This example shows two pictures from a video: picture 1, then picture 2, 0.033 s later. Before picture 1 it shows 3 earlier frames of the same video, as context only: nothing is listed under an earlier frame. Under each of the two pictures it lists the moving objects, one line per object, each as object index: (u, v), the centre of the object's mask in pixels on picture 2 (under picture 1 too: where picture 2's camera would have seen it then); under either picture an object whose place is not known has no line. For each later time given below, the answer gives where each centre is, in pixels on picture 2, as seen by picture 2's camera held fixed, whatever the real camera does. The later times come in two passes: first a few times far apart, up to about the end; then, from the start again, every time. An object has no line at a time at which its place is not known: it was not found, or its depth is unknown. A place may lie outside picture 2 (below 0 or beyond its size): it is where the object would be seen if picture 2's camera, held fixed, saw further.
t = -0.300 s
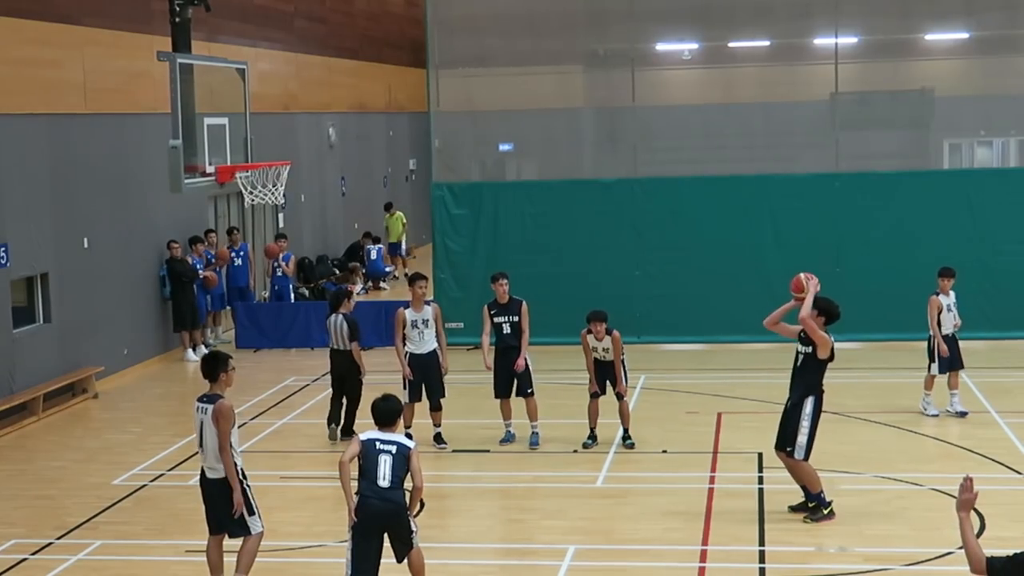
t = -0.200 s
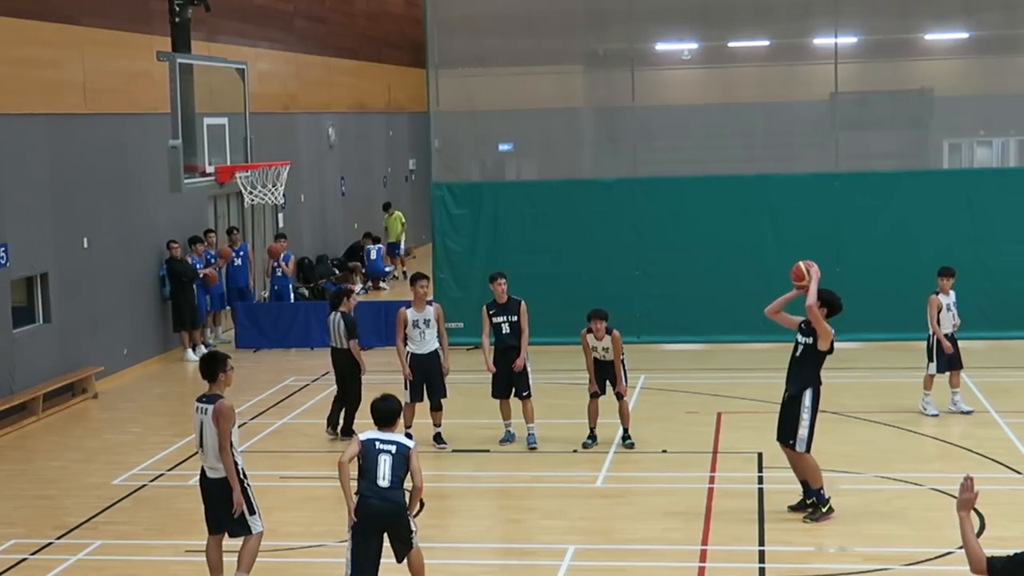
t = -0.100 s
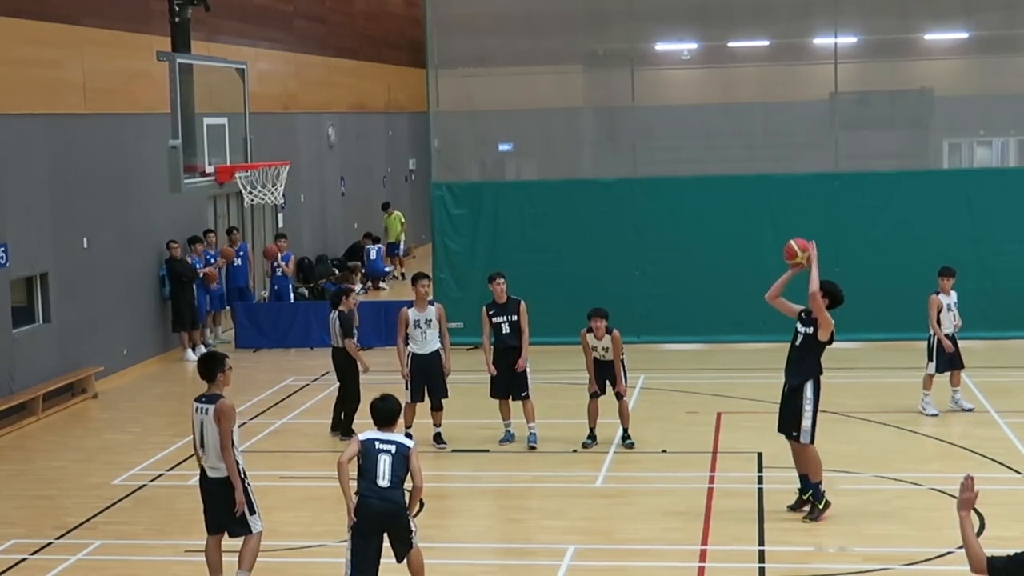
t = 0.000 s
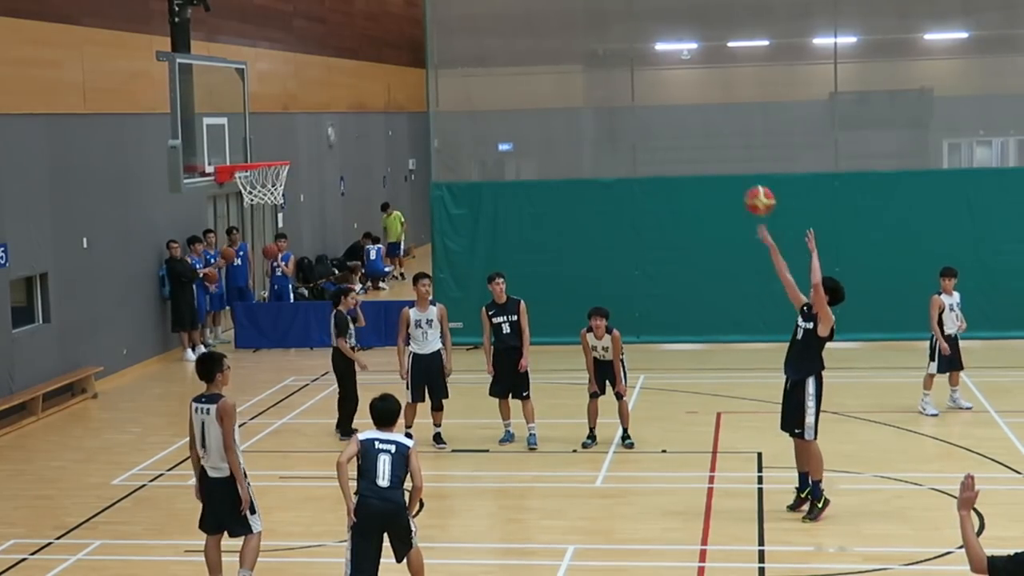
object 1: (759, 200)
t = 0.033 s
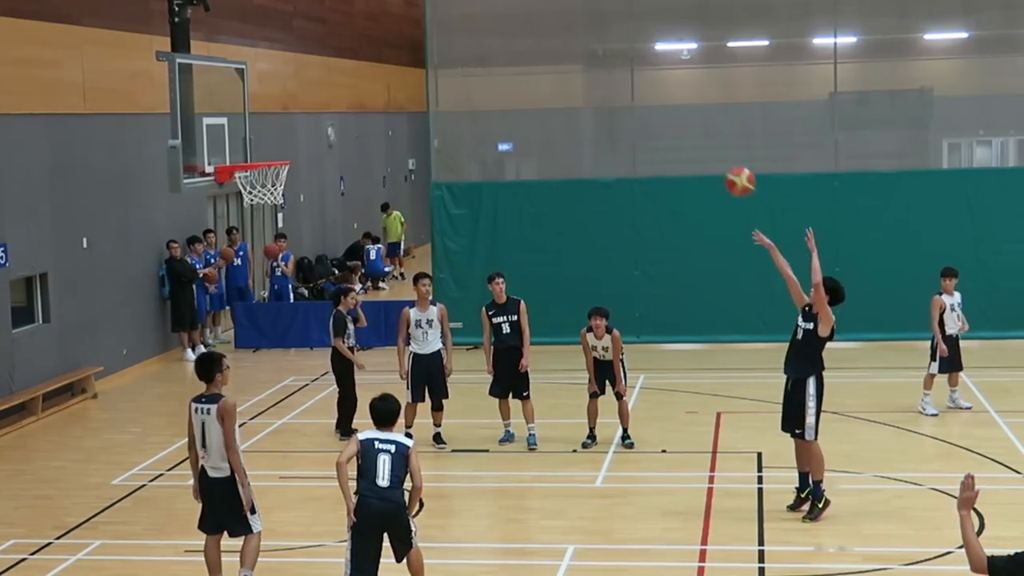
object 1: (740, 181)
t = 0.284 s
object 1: (597, 81)
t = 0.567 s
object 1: (441, 56)
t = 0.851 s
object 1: (294, 122)
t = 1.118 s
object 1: (276, 189)
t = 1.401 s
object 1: (315, 260)
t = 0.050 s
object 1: (730, 173)
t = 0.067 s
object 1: (721, 164)
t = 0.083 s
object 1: (711, 156)
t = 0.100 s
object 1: (701, 148)
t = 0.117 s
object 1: (692, 140)
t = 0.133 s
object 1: (682, 133)
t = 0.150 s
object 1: (673, 126)
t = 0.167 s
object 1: (663, 119)
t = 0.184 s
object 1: (654, 113)
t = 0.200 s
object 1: (644, 108)
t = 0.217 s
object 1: (635, 101)
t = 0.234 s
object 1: (625, 96)
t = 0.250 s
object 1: (615, 91)
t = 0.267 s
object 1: (606, 86)
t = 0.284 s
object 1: (597, 81)
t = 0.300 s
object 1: (587, 77)
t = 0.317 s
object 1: (577, 74)
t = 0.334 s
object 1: (569, 70)
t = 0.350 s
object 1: (559, 67)
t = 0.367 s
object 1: (550, 65)
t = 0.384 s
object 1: (541, 62)
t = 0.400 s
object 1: (531, 60)
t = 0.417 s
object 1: (522, 58)
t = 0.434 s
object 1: (513, 57)
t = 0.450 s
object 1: (503, 55)
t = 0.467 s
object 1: (495, 54)
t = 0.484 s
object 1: (486, 54)
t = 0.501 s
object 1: (477, 54)
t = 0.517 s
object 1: (468, 54)
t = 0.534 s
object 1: (458, 54)
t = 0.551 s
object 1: (450, 55)
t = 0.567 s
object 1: (441, 56)
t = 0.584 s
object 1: (432, 57)
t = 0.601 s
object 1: (423, 59)
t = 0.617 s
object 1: (414, 61)
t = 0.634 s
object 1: (406, 63)
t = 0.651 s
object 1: (397, 66)
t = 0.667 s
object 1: (388, 69)
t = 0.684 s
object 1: (379, 72)
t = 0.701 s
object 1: (370, 76)
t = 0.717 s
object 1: (362, 79)
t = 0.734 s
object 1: (353, 84)
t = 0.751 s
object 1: (344, 88)
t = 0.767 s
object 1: (336, 93)
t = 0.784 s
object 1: (328, 99)
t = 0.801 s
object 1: (319, 104)
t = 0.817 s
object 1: (310, 110)
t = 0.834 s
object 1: (302, 116)
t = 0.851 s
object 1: (294, 122)
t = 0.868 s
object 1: (285, 128)
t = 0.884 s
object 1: (277, 135)
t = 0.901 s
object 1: (269, 142)
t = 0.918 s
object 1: (260, 150)
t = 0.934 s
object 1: (252, 154)
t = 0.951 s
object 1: (249, 157)
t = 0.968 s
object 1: (251, 159)
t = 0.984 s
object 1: (256, 171)
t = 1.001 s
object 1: (259, 177)
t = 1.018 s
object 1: (264, 178)
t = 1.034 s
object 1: (265, 181)
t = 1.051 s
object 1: (267, 180)
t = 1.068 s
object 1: (274, 191)
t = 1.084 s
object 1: (276, 184)
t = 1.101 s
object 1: (275, 188)
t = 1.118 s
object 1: (276, 189)
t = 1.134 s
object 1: (278, 191)
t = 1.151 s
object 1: (280, 193)
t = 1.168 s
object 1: (283, 196)
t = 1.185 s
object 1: (285, 198)
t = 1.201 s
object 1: (288, 201)
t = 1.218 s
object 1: (290, 204)
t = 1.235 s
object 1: (292, 207)
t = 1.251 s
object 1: (294, 211)
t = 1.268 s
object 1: (296, 216)
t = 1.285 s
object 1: (298, 219)
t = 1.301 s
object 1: (301, 224)
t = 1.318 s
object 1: (303, 229)
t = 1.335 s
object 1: (306, 235)
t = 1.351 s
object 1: (308, 241)
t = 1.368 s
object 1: (310, 247)
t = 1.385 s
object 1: (313, 253)
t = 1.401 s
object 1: (315, 260)
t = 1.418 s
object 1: (317, 267)
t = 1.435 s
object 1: (320, 273)
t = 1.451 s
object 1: (322, 280)
